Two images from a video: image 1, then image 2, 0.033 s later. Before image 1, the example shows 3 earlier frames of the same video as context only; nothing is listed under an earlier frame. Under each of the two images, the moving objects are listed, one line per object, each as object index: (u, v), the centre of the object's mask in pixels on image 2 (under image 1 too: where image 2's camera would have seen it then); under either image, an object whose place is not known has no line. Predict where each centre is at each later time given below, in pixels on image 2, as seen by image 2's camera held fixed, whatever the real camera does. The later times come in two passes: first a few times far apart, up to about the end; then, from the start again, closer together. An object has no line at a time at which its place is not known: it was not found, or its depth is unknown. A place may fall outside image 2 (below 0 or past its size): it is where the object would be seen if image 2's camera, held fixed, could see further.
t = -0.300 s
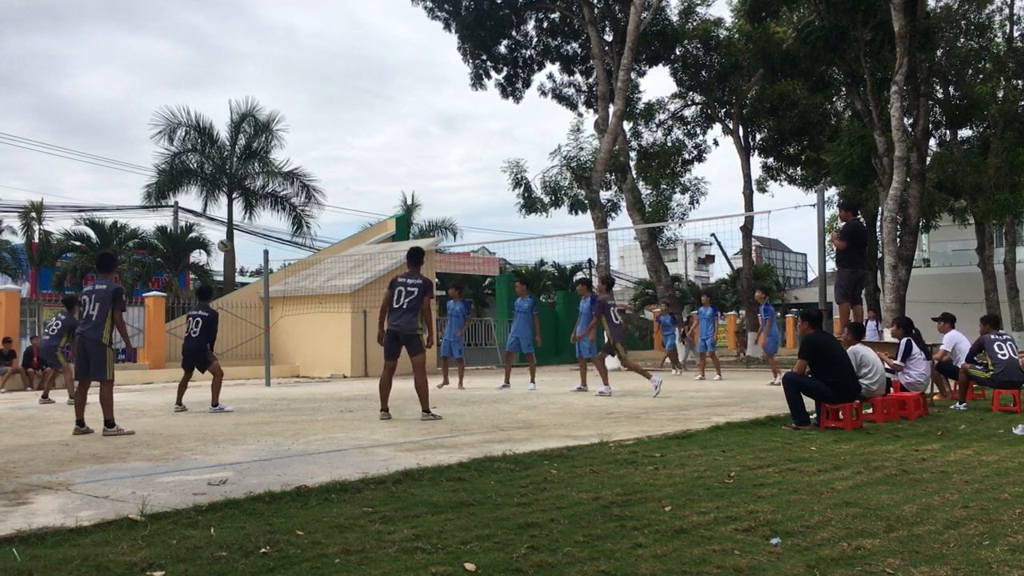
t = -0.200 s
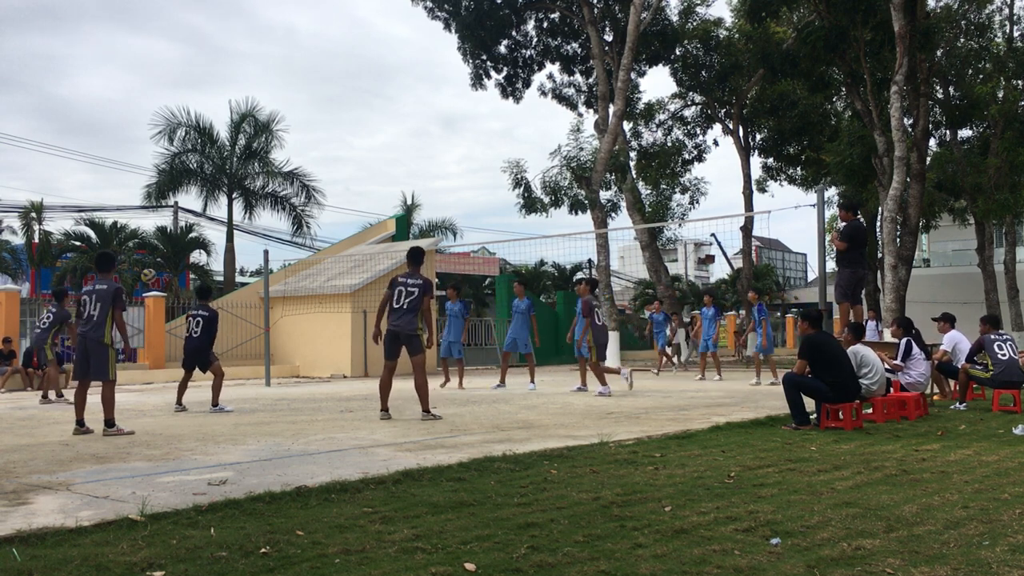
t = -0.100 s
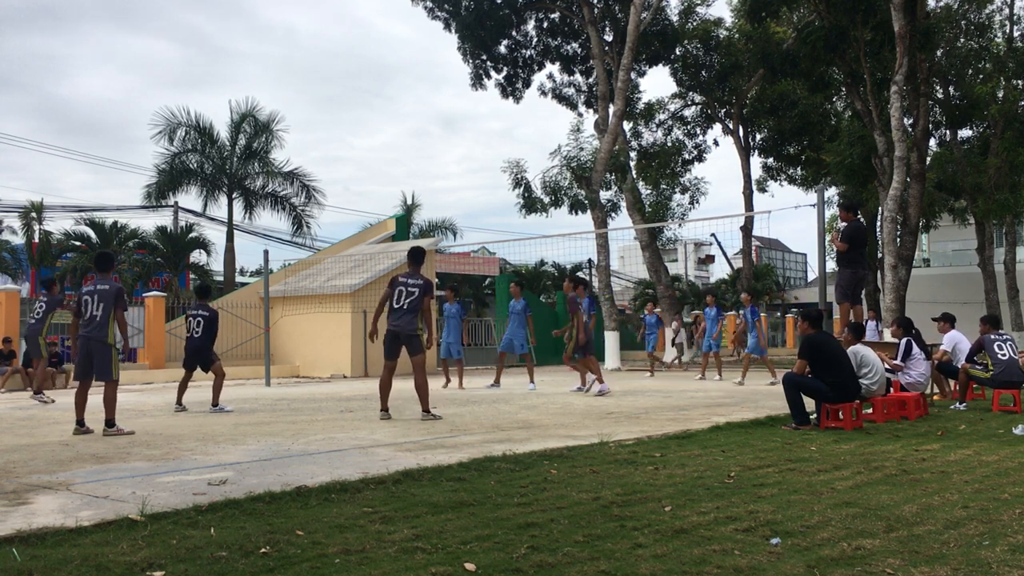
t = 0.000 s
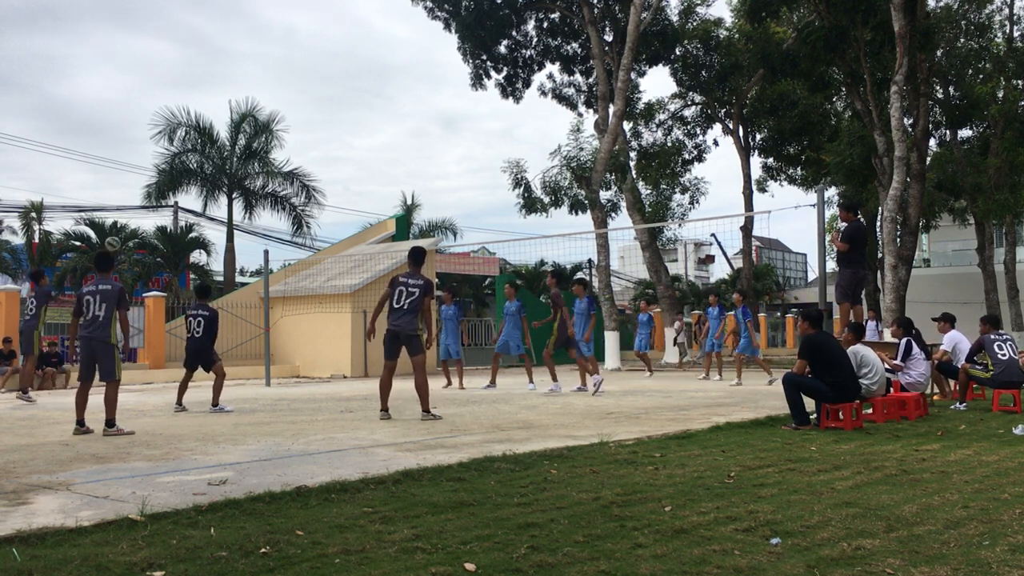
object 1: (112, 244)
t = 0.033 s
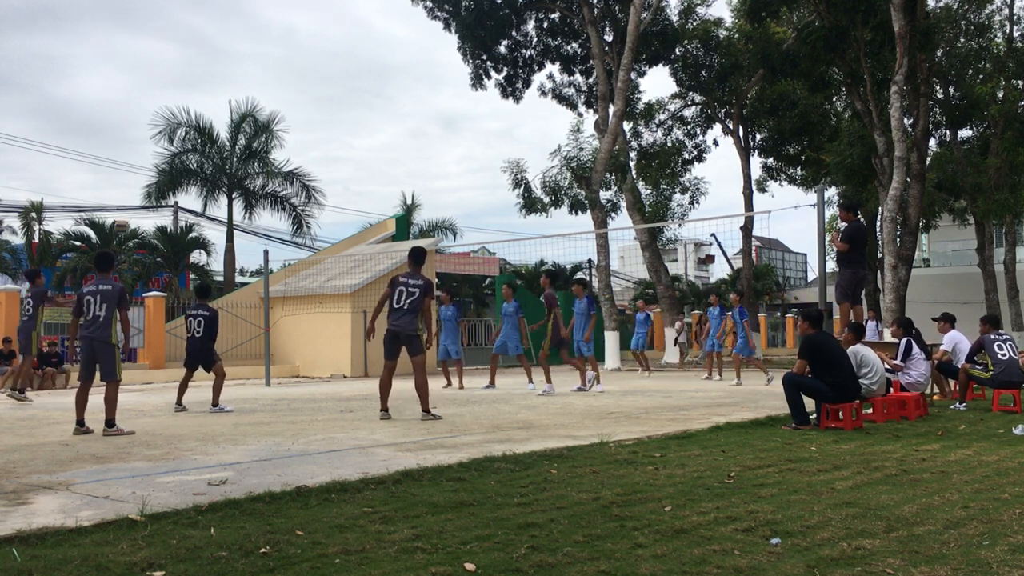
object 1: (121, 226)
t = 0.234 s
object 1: (173, 145)
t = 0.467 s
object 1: (230, 83)
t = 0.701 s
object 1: (282, 57)
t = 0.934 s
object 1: (331, 65)
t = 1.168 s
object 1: (378, 106)
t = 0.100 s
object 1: (139, 196)
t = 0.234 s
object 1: (173, 145)
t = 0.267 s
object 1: (183, 134)
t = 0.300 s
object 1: (191, 122)
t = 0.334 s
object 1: (199, 113)
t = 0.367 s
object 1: (207, 104)
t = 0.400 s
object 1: (215, 96)
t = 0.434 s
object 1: (223, 89)
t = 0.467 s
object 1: (230, 83)
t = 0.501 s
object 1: (238, 77)
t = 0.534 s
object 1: (245, 72)
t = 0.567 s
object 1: (253, 68)
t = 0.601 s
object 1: (260, 64)
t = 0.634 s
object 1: (267, 61)
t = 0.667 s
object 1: (275, 59)
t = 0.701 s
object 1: (282, 57)
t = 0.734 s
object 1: (289, 56)
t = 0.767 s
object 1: (296, 56)
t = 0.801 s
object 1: (303, 57)
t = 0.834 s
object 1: (310, 58)
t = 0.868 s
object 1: (317, 60)
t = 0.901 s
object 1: (324, 62)
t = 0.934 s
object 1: (331, 65)
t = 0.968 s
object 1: (337, 69)
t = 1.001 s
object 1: (344, 73)
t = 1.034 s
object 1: (351, 79)
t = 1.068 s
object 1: (358, 84)
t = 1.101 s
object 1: (365, 91)
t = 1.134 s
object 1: (371, 98)
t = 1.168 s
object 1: (378, 106)
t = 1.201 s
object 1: (385, 114)
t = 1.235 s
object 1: (391, 123)
